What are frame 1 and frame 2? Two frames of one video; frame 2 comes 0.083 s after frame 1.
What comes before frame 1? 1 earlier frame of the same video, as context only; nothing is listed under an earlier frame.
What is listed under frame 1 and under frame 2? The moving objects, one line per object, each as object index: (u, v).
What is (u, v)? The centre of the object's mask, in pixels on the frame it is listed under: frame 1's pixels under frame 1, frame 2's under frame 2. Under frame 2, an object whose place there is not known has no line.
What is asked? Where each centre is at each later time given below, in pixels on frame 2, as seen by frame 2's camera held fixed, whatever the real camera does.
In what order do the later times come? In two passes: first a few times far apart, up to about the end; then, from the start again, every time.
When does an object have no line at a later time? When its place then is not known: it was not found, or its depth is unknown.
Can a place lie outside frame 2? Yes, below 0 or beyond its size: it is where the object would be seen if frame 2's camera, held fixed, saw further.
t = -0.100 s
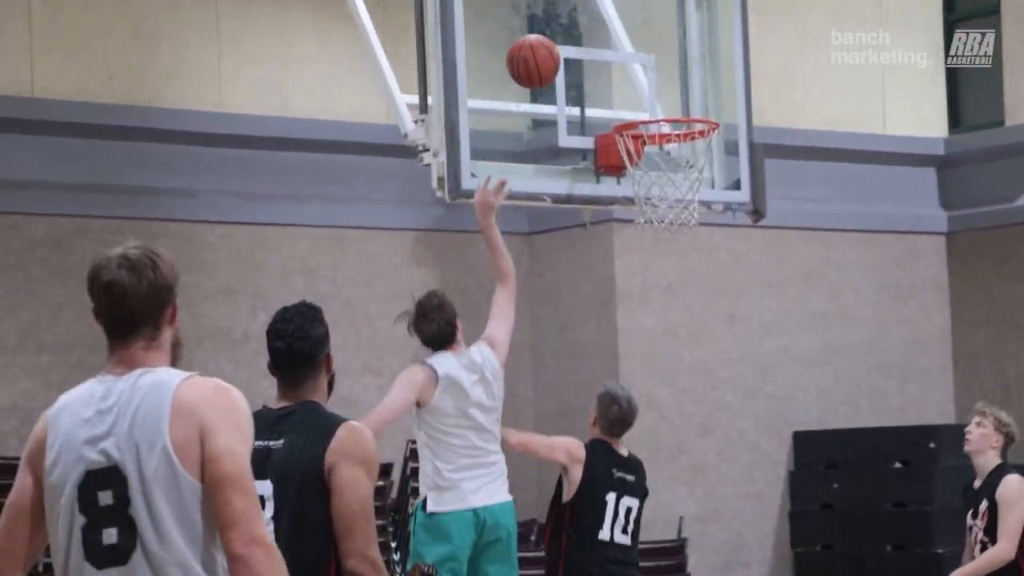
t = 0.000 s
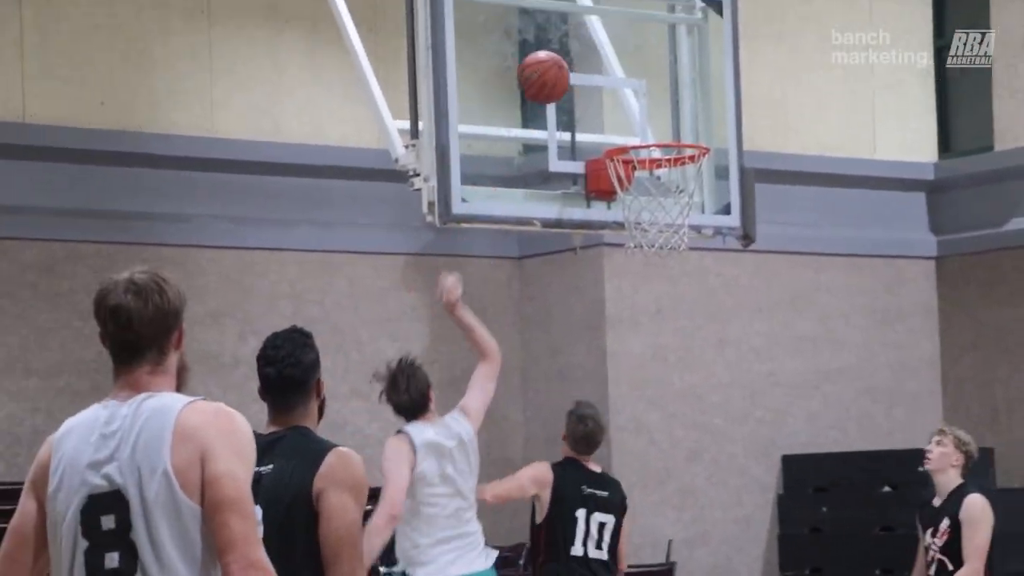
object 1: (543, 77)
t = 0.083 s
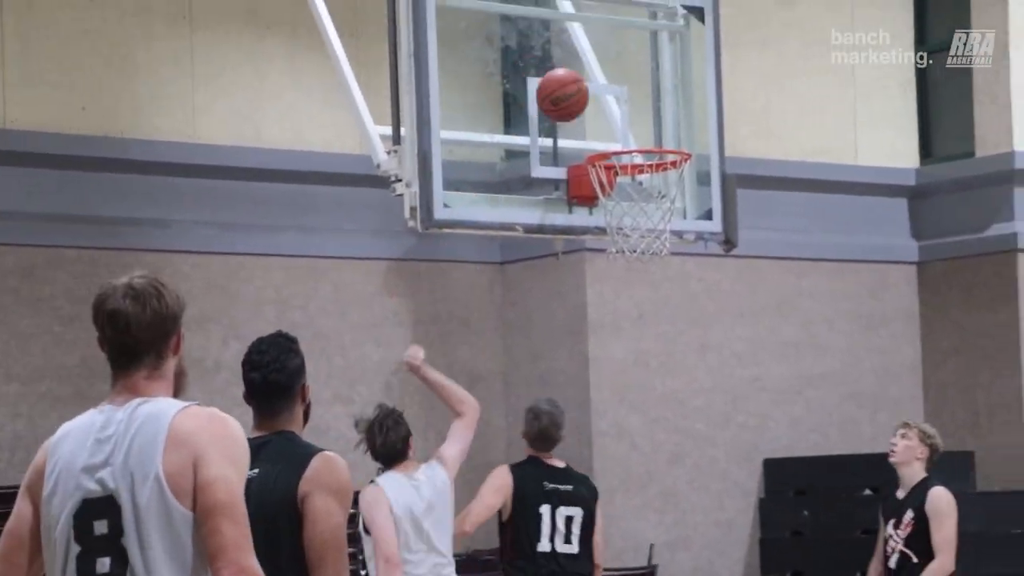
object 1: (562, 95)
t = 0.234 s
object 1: (623, 125)
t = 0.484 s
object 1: (674, 130)
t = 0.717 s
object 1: (674, 131)
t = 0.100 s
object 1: (570, 99)
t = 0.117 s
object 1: (577, 103)
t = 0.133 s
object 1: (585, 109)
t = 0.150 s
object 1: (593, 115)
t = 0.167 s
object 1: (600, 120)
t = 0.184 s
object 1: (608, 127)
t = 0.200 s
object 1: (613, 127)
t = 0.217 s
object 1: (618, 126)
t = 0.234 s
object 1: (623, 125)
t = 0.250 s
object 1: (629, 124)
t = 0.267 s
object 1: (634, 123)
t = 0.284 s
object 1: (639, 124)
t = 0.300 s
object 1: (645, 125)
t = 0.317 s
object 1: (650, 126)
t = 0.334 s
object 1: (655, 127)
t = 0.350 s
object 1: (660, 128)
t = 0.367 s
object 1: (665, 130)
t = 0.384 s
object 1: (671, 132)
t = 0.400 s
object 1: (671, 131)
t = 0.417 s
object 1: (672, 130)
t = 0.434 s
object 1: (673, 129)
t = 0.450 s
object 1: (673, 129)
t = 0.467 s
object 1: (674, 130)
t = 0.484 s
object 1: (674, 130)
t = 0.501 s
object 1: (675, 130)
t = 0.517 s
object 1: (676, 131)
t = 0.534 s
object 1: (677, 131)
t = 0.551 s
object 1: (677, 130)
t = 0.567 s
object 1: (677, 130)
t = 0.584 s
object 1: (677, 130)
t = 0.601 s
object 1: (678, 130)
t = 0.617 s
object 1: (678, 130)
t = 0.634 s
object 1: (677, 130)
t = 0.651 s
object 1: (676, 130)
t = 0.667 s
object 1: (676, 130)
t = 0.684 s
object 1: (676, 130)
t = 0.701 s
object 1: (675, 131)
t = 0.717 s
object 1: (674, 131)
